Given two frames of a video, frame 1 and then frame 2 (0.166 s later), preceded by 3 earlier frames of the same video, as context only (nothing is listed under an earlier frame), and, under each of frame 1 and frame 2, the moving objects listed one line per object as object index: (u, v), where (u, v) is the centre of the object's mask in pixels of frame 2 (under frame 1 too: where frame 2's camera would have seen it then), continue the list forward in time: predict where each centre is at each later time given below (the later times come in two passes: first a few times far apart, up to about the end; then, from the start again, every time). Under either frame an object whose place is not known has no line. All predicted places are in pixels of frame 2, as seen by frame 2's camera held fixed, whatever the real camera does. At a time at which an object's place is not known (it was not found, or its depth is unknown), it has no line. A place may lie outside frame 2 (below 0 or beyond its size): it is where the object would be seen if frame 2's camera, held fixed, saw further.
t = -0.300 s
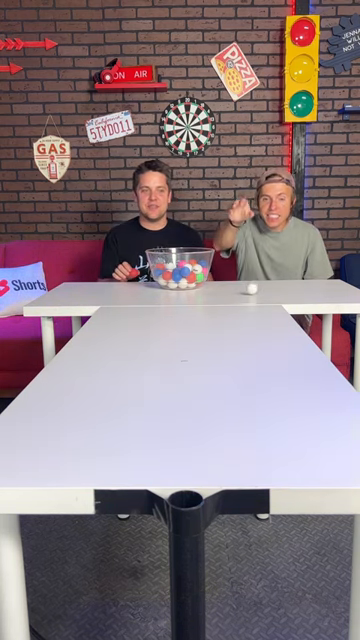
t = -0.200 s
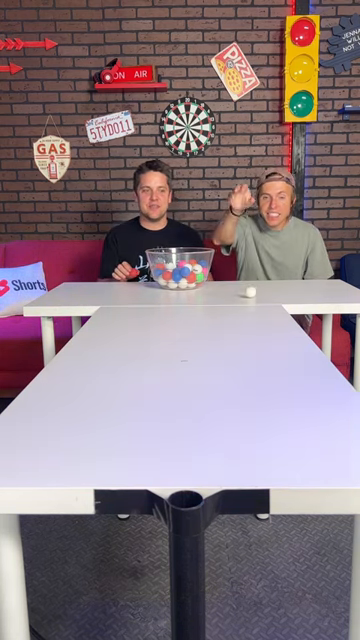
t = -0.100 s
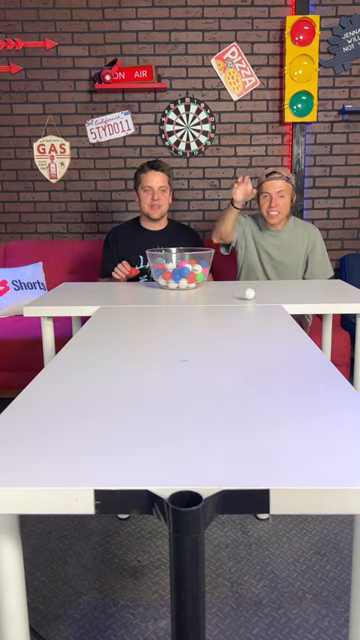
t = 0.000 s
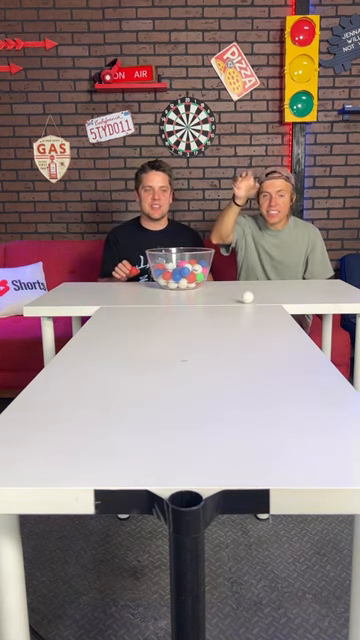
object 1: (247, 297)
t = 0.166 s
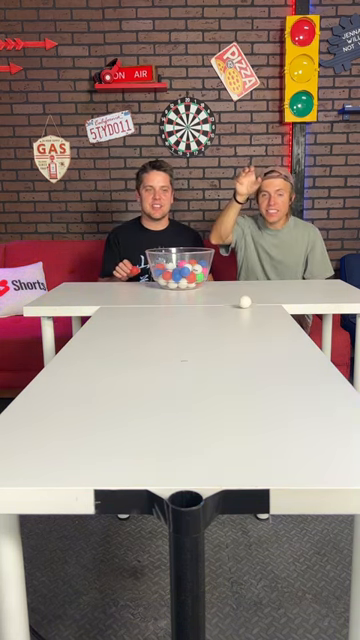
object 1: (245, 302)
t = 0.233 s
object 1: (244, 305)
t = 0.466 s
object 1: (239, 312)
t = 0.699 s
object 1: (234, 321)
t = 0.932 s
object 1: (229, 332)
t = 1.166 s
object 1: (223, 344)
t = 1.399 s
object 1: (216, 357)
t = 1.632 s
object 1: (209, 374)
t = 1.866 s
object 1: (200, 393)
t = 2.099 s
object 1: (189, 415)
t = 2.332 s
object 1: (175, 443)
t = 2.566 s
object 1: (159, 479)
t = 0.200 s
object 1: (244, 303)
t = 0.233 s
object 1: (244, 305)
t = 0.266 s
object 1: (243, 305)
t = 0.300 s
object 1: (242, 307)
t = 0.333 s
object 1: (242, 308)
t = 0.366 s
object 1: (241, 309)
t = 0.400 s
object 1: (240, 310)
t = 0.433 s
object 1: (240, 311)
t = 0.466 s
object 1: (239, 312)
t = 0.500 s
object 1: (238, 313)
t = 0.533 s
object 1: (238, 315)
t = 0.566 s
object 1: (237, 316)
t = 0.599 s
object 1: (237, 317)
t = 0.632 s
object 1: (236, 318)
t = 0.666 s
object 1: (235, 320)
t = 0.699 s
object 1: (234, 321)
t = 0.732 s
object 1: (234, 323)
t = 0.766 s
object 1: (233, 324)
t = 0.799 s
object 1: (232, 326)
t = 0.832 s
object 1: (232, 327)
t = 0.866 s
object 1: (231, 329)
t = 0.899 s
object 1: (230, 330)
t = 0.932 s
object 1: (229, 332)
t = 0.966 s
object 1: (229, 334)
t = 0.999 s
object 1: (228, 335)
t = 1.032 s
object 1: (227, 337)
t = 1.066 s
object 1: (226, 338)
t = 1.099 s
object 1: (225, 340)
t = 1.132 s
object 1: (224, 342)
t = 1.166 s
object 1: (223, 344)
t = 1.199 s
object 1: (222, 346)
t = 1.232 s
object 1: (221, 347)
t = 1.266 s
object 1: (220, 349)
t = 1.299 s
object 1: (219, 351)
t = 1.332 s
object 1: (218, 353)
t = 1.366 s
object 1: (217, 355)
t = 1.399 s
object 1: (216, 357)
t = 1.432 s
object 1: (215, 360)
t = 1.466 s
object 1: (214, 362)
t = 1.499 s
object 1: (213, 364)
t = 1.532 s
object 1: (212, 366)
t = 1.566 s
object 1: (211, 369)
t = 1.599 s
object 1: (210, 371)
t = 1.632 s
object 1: (209, 374)
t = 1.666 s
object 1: (208, 376)
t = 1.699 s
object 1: (206, 379)
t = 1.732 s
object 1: (205, 382)
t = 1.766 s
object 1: (204, 384)
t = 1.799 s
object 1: (203, 387)
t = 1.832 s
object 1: (201, 390)
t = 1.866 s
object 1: (200, 393)
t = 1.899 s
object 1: (199, 396)
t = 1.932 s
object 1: (197, 399)
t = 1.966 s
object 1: (195, 402)
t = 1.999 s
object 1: (194, 405)
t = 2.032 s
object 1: (192, 408)
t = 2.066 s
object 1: (190, 412)
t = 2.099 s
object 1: (189, 415)
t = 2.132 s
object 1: (187, 419)
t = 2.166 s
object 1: (185, 423)
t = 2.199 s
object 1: (183, 427)
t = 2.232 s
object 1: (181, 431)
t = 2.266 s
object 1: (179, 434)
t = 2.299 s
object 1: (177, 439)
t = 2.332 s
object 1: (175, 443)
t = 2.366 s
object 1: (173, 448)
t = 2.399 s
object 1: (171, 452)
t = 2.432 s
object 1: (168, 457)
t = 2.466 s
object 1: (166, 461)
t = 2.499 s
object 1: (163, 466)
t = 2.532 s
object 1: (161, 471)
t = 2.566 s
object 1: (159, 479)
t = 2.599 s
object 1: (157, 486)
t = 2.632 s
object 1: (153, 499)
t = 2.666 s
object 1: (151, 518)
